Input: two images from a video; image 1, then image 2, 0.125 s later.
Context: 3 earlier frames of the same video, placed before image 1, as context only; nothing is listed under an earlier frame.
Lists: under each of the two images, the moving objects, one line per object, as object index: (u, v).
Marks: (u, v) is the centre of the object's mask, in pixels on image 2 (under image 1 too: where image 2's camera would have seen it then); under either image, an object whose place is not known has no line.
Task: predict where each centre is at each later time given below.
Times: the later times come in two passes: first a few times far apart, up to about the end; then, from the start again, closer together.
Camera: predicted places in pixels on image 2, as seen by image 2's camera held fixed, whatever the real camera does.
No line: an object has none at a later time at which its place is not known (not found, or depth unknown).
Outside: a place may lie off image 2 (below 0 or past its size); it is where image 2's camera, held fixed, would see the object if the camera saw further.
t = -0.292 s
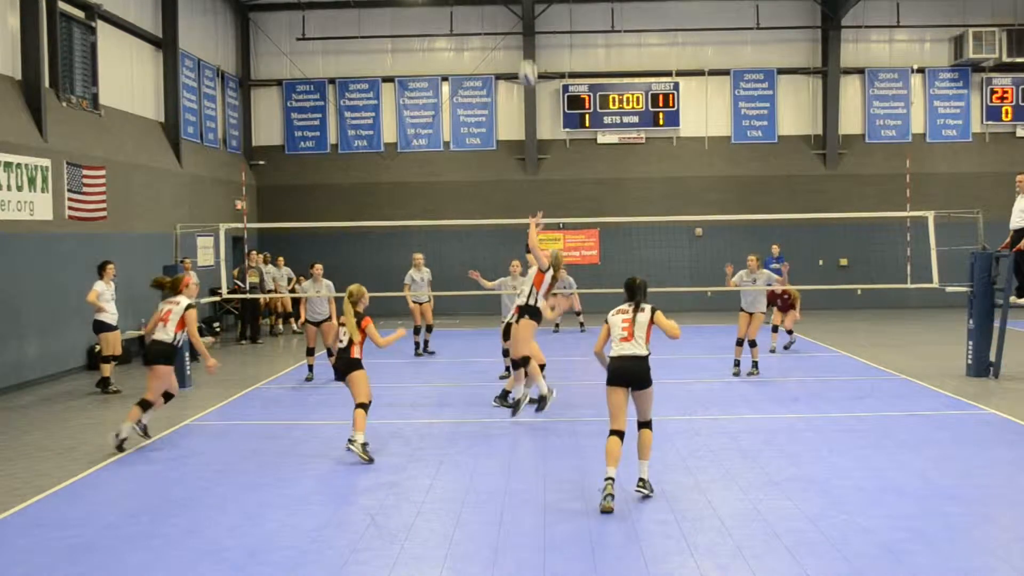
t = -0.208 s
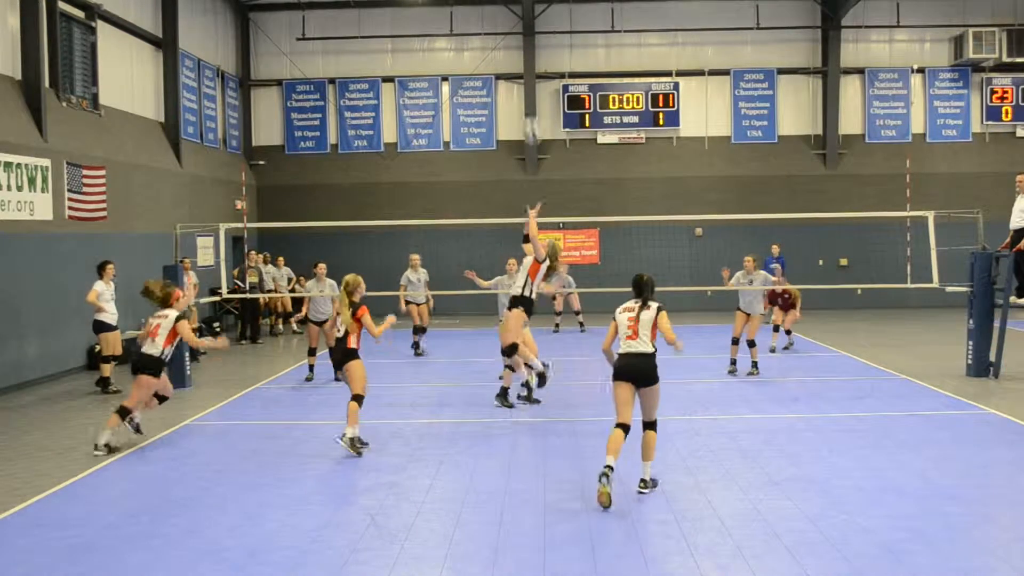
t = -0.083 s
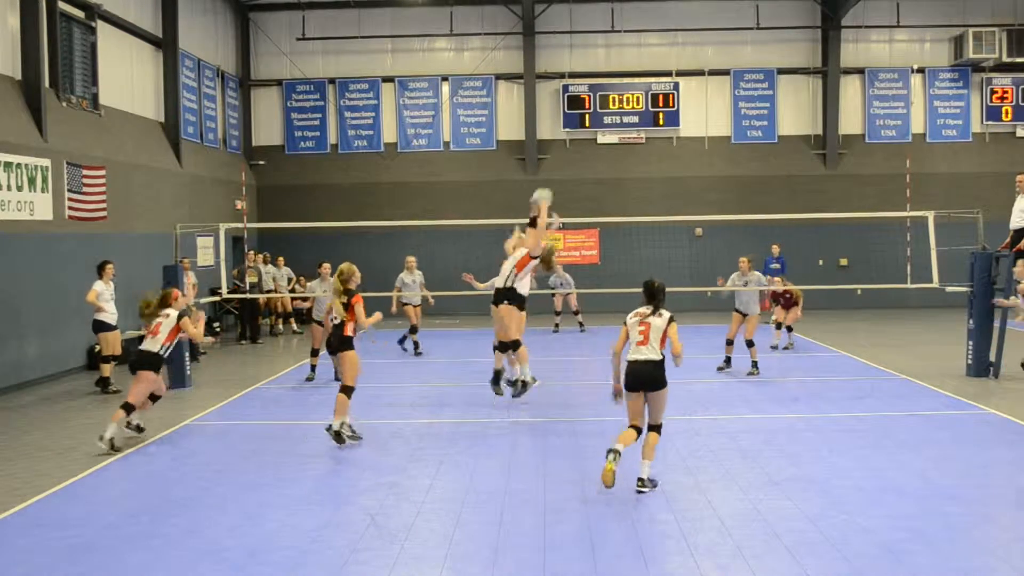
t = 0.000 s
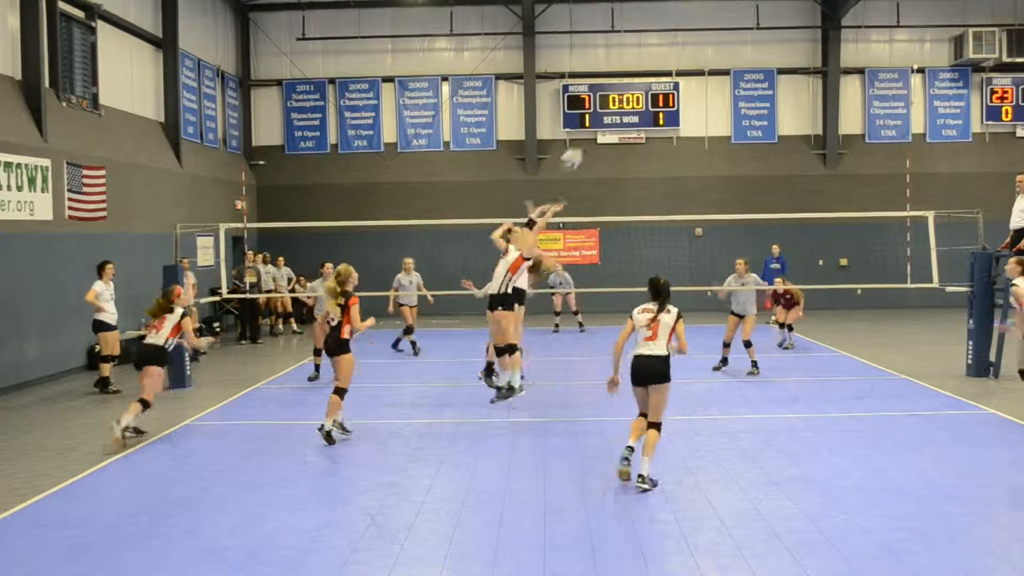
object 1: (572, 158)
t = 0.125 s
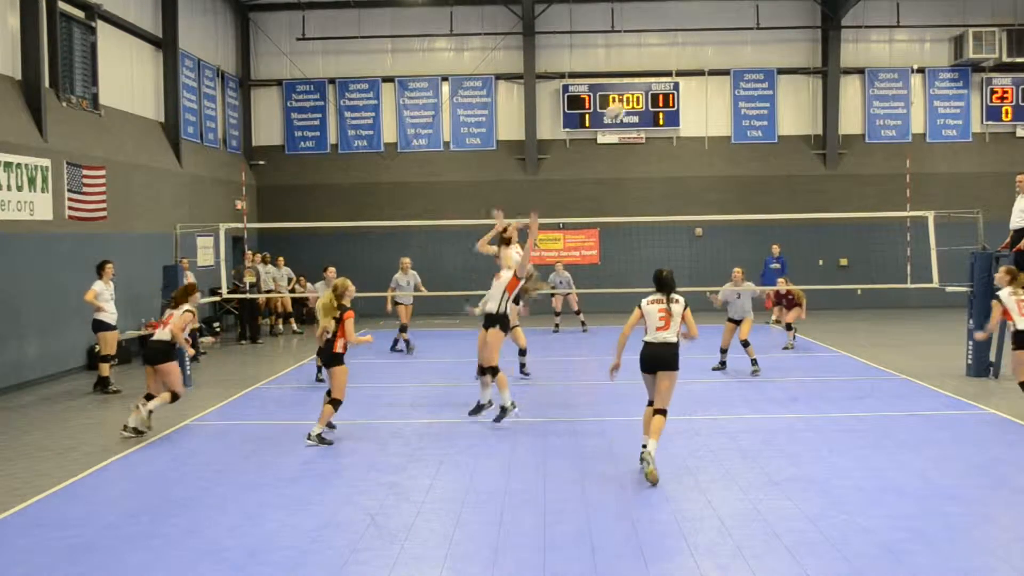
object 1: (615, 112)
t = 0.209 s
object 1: (641, 89)
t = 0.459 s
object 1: (718, 61)
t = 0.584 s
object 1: (755, 65)
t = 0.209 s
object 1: (641, 89)
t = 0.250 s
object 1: (656, 79)
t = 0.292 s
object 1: (668, 73)
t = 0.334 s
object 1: (681, 69)
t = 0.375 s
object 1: (694, 65)
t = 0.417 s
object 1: (707, 62)
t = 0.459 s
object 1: (718, 61)
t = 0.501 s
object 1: (729, 60)
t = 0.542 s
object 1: (742, 61)
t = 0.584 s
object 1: (755, 65)
